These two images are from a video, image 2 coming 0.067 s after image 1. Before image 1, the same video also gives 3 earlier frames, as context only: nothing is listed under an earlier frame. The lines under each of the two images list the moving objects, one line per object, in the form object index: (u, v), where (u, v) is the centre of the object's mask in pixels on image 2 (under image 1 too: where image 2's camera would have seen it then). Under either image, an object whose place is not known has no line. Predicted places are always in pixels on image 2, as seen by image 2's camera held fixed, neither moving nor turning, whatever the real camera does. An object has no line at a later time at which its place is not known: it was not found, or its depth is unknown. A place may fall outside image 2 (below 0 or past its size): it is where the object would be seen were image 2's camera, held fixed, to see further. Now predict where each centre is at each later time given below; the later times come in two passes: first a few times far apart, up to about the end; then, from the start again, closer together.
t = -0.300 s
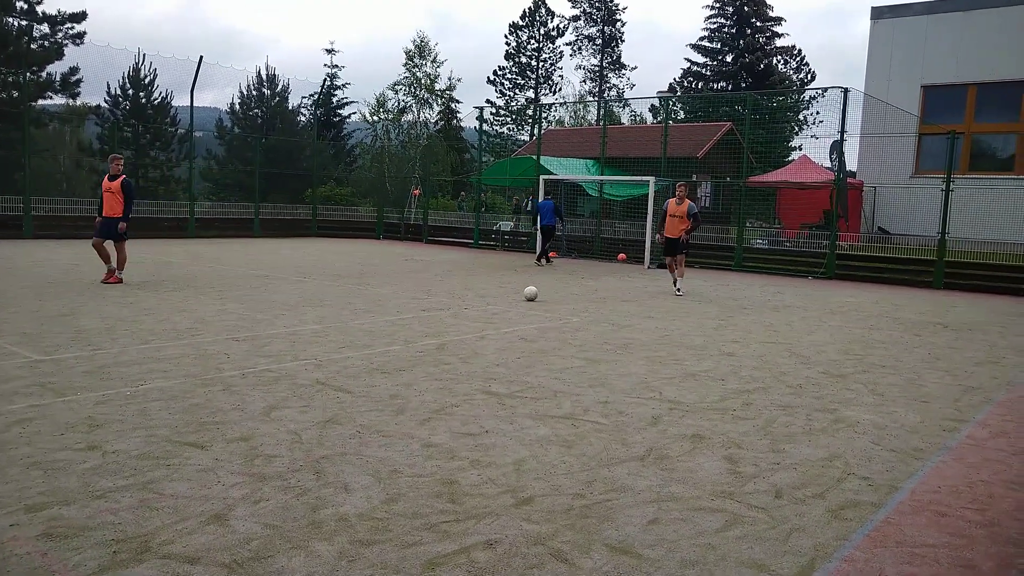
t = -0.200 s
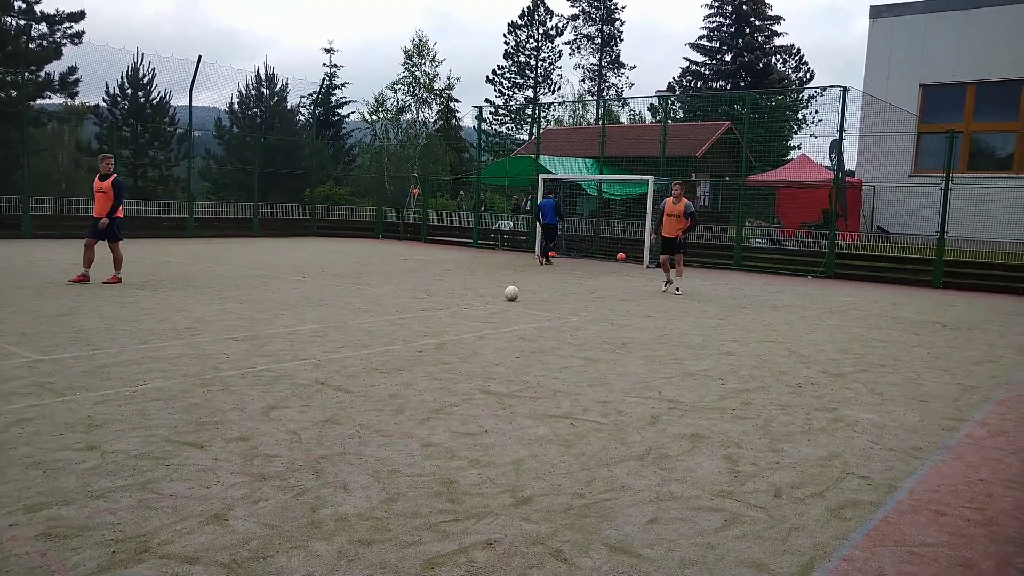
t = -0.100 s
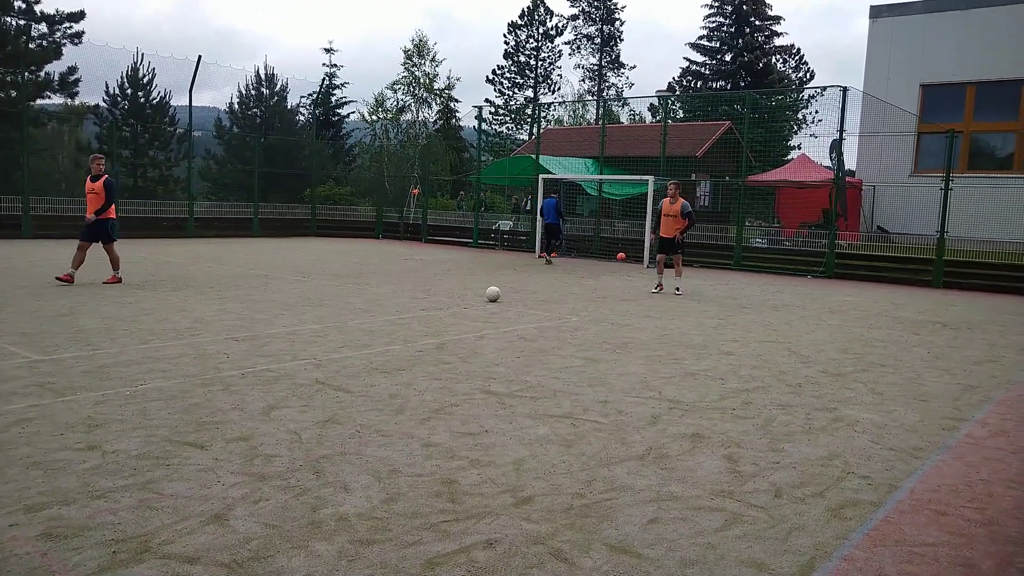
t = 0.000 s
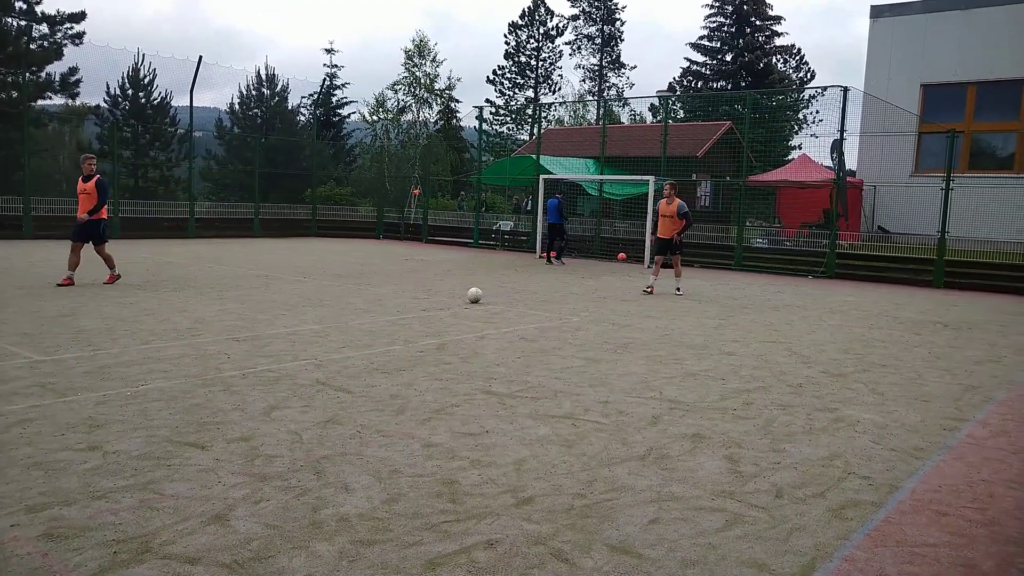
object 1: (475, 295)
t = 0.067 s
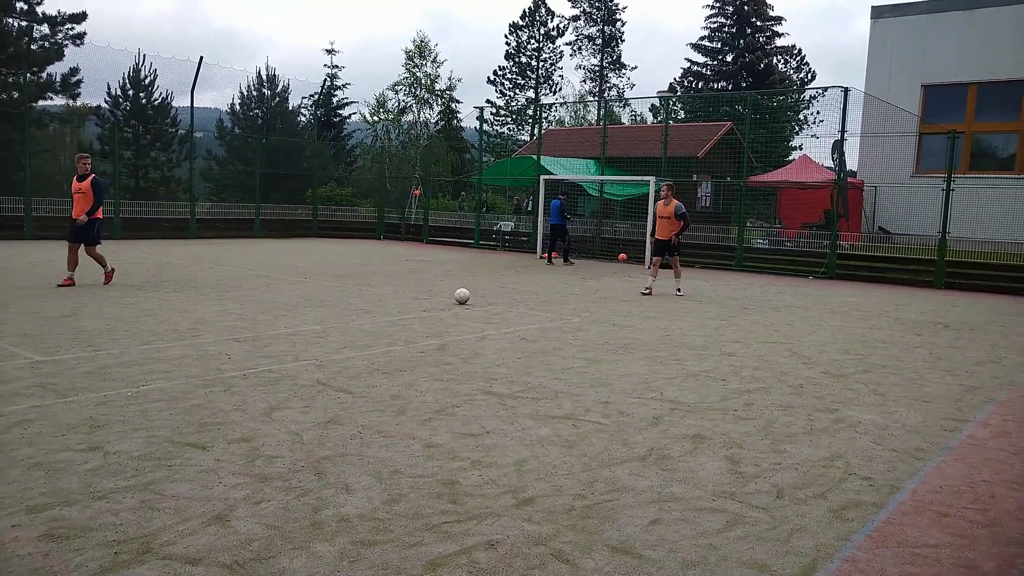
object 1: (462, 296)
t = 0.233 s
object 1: (428, 297)
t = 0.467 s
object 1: (379, 299)
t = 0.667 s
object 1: (334, 301)
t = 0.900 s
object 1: (280, 304)
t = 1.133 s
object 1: (222, 306)
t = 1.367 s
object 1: (161, 308)
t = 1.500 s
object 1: (125, 310)
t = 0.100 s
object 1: (455, 297)
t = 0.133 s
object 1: (448, 297)
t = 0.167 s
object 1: (442, 297)
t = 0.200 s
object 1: (435, 297)
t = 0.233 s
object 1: (428, 297)
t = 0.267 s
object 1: (421, 297)
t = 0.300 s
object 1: (414, 298)
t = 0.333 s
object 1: (407, 298)
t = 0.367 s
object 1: (400, 298)
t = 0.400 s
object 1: (394, 299)
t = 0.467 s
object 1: (379, 299)
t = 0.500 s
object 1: (372, 300)
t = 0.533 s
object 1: (364, 300)
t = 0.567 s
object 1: (357, 300)
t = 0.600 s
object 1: (349, 301)
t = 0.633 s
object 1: (342, 301)
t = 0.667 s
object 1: (334, 301)
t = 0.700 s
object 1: (327, 301)
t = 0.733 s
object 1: (319, 302)
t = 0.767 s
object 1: (312, 302)
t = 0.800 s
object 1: (304, 302)
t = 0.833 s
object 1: (296, 303)
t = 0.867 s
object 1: (288, 303)
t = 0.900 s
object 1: (280, 304)
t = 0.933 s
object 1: (272, 304)
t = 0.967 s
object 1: (264, 304)
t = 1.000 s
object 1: (256, 304)
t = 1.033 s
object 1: (248, 305)
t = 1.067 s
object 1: (240, 305)
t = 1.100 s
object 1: (231, 305)
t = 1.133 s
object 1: (222, 306)
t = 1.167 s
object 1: (214, 306)
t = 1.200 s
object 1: (206, 307)
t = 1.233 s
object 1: (197, 307)
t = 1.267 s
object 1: (188, 307)
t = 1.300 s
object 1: (179, 307)
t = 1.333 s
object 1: (170, 308)
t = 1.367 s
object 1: (161, 308)
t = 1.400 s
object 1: (152, 309)
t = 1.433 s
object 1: (143, 309)
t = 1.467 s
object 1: (133, 310)
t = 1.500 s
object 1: (125, 310)
